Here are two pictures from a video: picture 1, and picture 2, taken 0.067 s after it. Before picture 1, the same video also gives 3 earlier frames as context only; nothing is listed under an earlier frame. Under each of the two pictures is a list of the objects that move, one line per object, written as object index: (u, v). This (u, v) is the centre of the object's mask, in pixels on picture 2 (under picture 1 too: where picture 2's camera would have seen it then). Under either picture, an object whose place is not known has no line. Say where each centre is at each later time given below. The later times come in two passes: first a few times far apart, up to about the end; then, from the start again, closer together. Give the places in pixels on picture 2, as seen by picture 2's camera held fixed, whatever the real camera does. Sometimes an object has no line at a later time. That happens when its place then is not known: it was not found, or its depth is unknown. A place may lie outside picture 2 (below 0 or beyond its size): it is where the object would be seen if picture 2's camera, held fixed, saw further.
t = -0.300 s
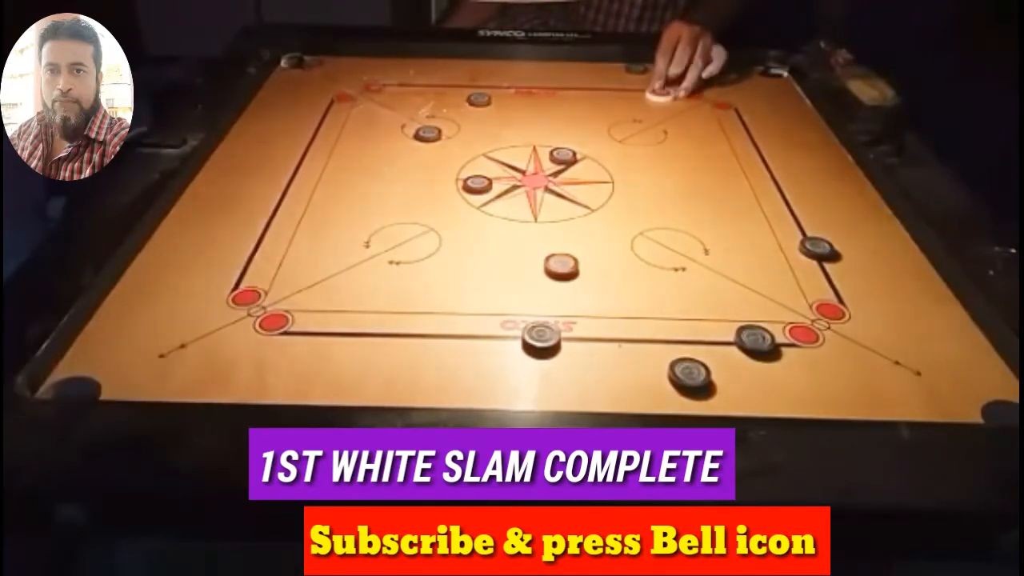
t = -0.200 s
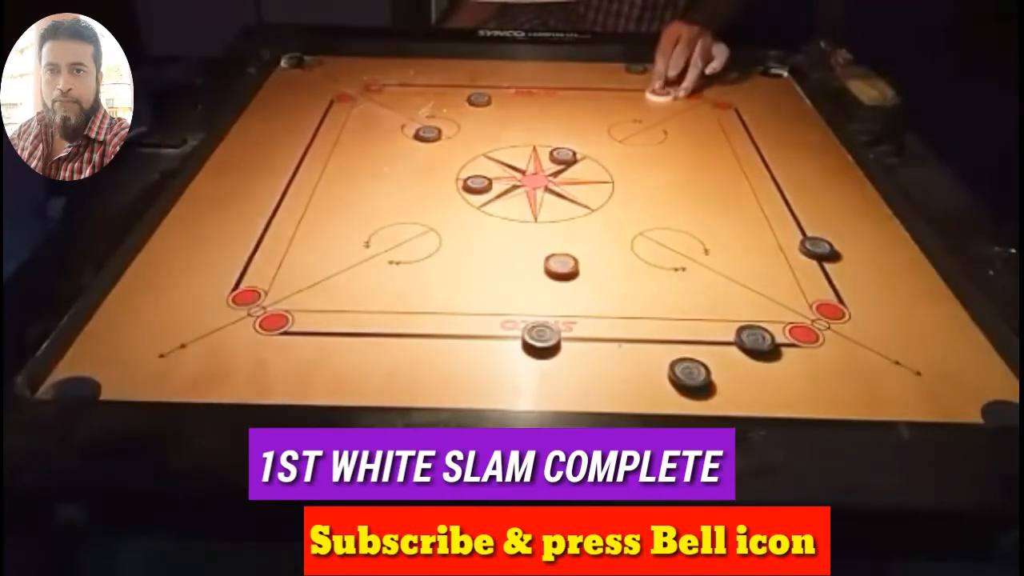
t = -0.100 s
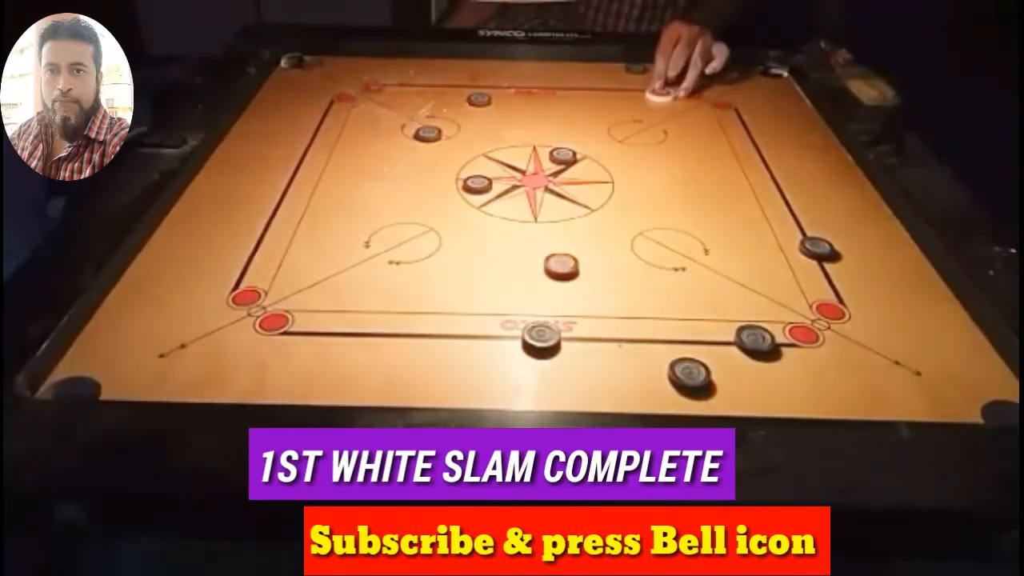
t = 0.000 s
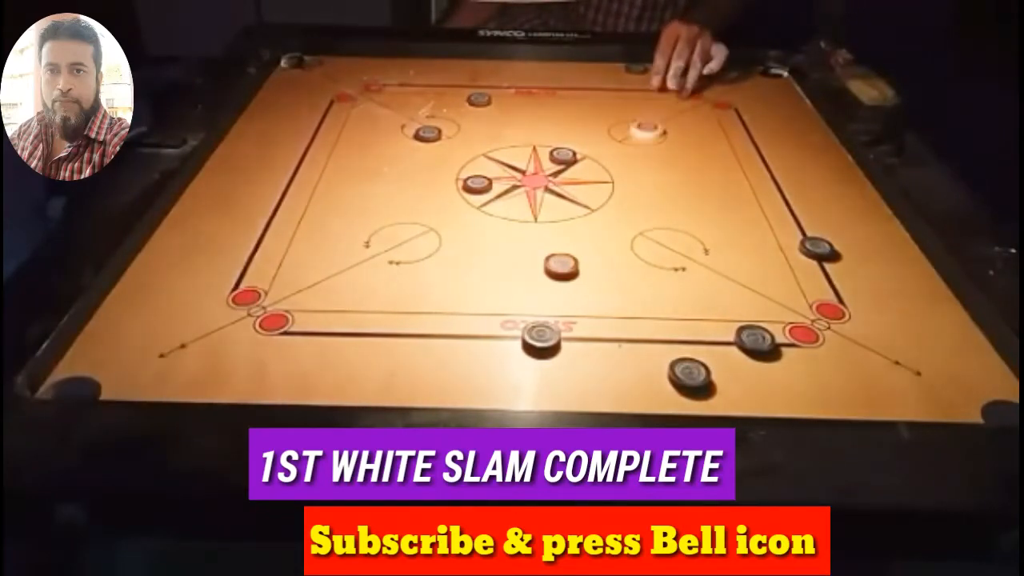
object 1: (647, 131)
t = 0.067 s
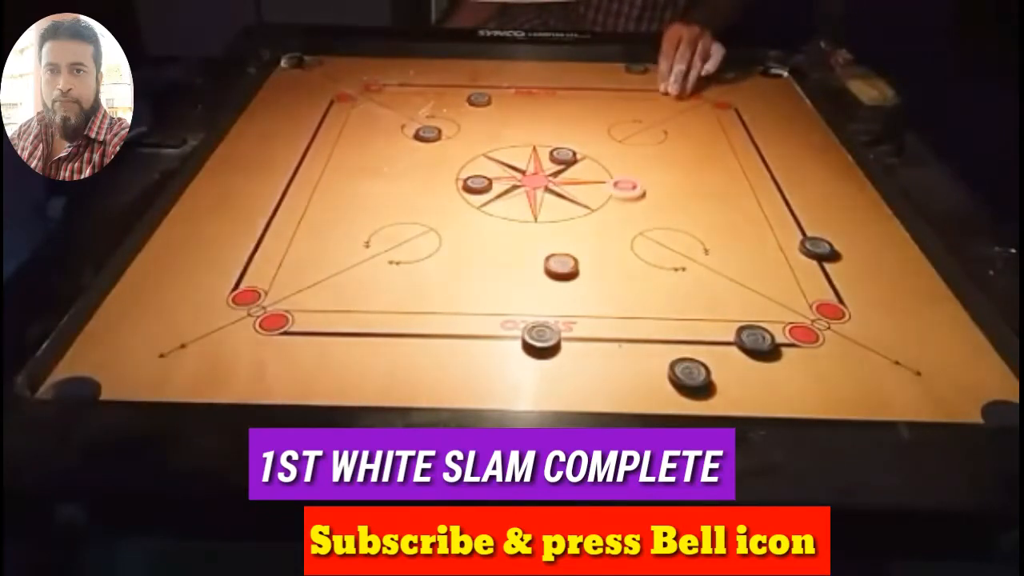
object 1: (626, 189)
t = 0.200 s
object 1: (607, 358)
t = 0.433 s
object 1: (615, 235)
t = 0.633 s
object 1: (618, 151)
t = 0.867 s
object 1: (621, 101)
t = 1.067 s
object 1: (624, 81)
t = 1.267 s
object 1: (625, 78)
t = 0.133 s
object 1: (599, 267)
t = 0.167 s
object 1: (603, 311)
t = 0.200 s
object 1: (607, 358)
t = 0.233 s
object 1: (611, 401)
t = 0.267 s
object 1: (612, 370)
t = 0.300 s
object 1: (613, 336)
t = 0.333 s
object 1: (613, 306)
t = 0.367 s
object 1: (613, 279)
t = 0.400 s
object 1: (614, 256)
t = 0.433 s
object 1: (615, 235)
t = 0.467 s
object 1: (616, 217)
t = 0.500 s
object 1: (617, 202)
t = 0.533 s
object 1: (617, 186)
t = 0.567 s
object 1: (618, 173)
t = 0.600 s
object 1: (618, 162)
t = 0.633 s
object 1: (618, 151)
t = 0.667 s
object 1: (619, 141)
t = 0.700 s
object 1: (618, 133)
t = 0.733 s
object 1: (619, 125)
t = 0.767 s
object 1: (619, 118)
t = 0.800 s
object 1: (620, 111)
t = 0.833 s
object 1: (621, 106)
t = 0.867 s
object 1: (621, 101)
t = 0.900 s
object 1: (622, 96)
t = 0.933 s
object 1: (623, 92)
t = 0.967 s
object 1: (623, 89)
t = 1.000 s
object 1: (624, 85)
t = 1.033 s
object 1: (624, 82)
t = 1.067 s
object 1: (624, 81)
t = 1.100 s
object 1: (625, 80)
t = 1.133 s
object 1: (625, 78)
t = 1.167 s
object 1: (625, 78)
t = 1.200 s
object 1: (625, 78)
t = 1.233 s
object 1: (625, 78)
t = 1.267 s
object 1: (625, 78)
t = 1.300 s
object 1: (625, 78)
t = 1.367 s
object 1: (625, 78)
